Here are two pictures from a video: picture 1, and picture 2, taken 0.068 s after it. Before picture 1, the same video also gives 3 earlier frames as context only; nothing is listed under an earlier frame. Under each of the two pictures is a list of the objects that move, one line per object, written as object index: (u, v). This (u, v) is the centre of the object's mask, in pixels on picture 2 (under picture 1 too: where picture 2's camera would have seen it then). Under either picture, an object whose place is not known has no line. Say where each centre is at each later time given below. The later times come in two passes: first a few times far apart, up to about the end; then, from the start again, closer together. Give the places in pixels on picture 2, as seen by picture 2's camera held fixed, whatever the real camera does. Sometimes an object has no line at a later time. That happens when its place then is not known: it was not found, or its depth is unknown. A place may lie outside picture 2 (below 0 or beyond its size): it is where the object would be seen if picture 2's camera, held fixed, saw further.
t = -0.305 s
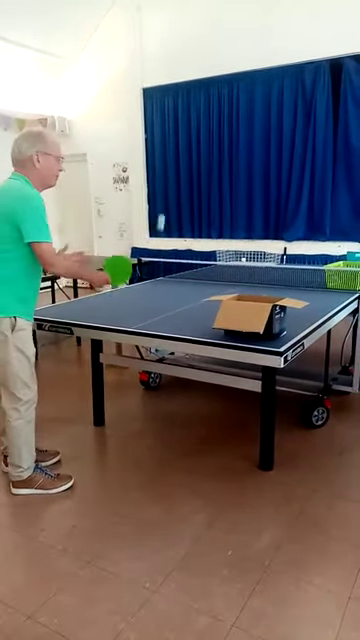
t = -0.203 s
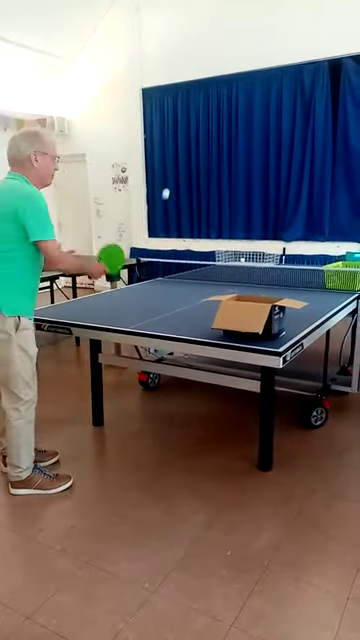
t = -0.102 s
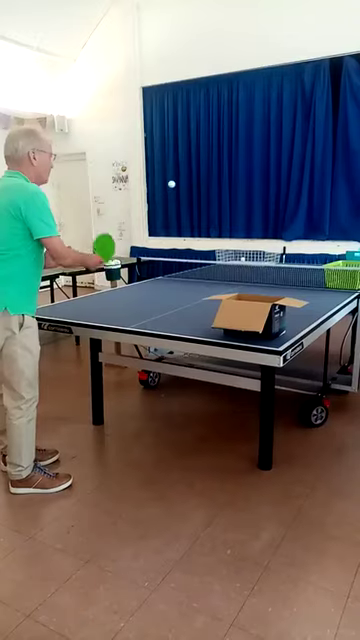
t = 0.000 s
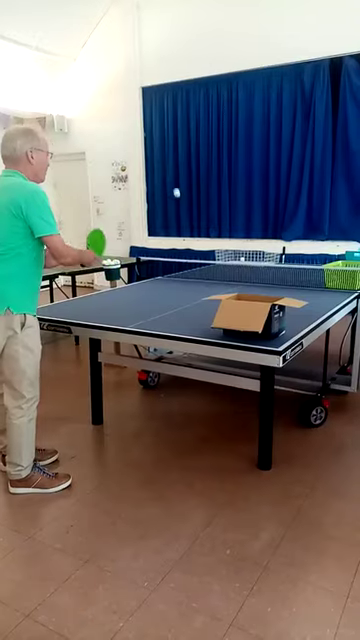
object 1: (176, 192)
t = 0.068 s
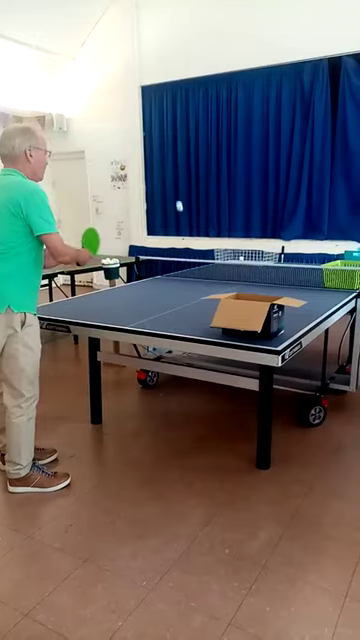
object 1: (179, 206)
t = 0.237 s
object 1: (187, 264)
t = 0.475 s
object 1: (196, 216)
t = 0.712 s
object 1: (204, 218)
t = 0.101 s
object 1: (181, 215)
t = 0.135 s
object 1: (182, 226)
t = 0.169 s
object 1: (183, 234)
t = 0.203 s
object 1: (186, 252)
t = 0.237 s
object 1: (187, 264)
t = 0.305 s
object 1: (189, 264)
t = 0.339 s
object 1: (190, 252)
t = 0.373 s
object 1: (193, 235)
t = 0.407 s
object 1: (193, 230)
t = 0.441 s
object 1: (195, 222)
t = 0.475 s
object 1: (196, 216)
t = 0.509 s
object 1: (197, 212)
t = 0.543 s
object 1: (199, 209)
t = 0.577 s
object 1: (200, 208)
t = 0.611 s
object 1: (201, 209)
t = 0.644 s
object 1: (202, 209)
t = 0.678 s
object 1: (204, 213)
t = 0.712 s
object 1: (204, 218)
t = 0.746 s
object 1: (206, 226)
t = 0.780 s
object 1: (207, 231)
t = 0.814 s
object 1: (208, 237)
